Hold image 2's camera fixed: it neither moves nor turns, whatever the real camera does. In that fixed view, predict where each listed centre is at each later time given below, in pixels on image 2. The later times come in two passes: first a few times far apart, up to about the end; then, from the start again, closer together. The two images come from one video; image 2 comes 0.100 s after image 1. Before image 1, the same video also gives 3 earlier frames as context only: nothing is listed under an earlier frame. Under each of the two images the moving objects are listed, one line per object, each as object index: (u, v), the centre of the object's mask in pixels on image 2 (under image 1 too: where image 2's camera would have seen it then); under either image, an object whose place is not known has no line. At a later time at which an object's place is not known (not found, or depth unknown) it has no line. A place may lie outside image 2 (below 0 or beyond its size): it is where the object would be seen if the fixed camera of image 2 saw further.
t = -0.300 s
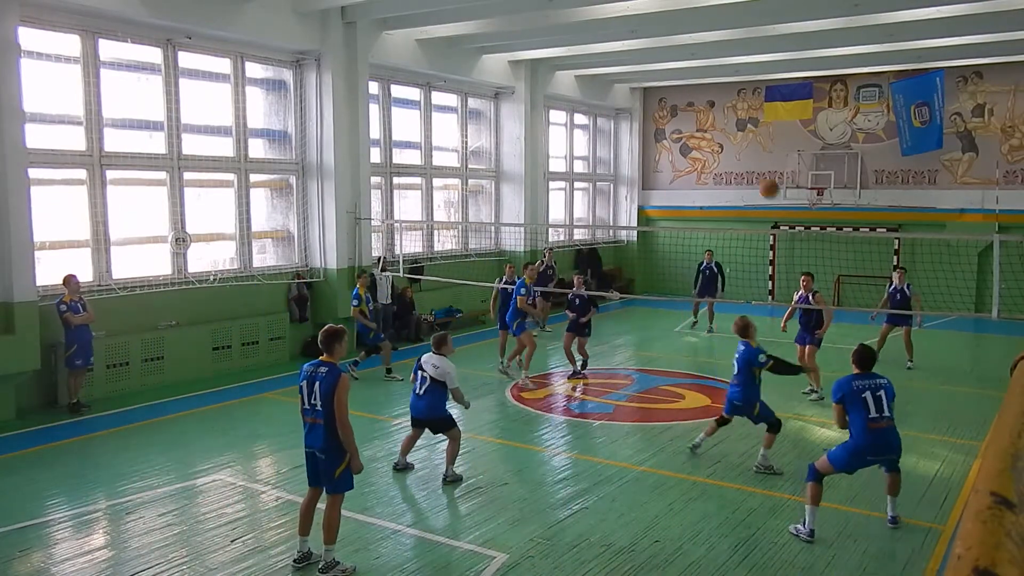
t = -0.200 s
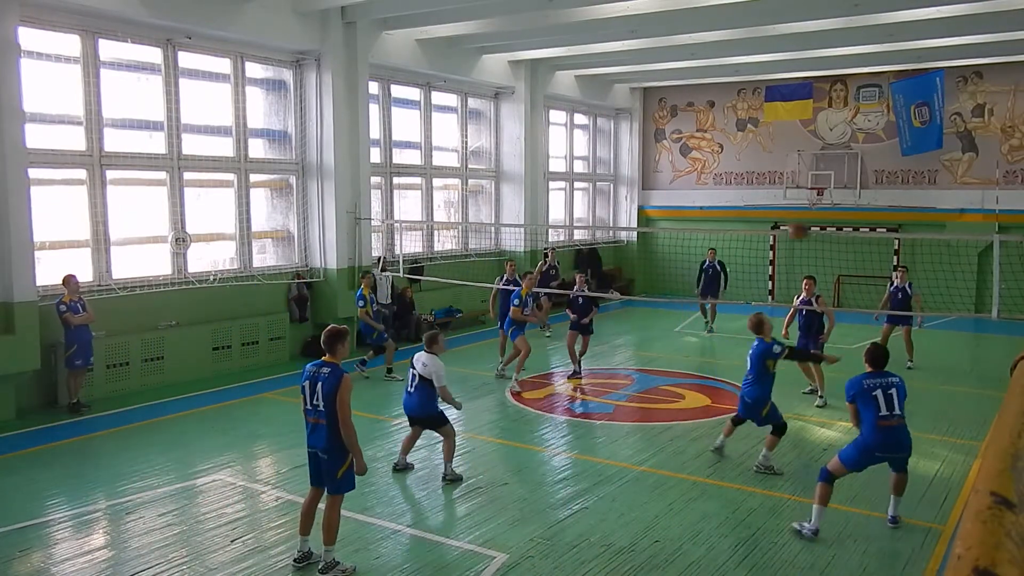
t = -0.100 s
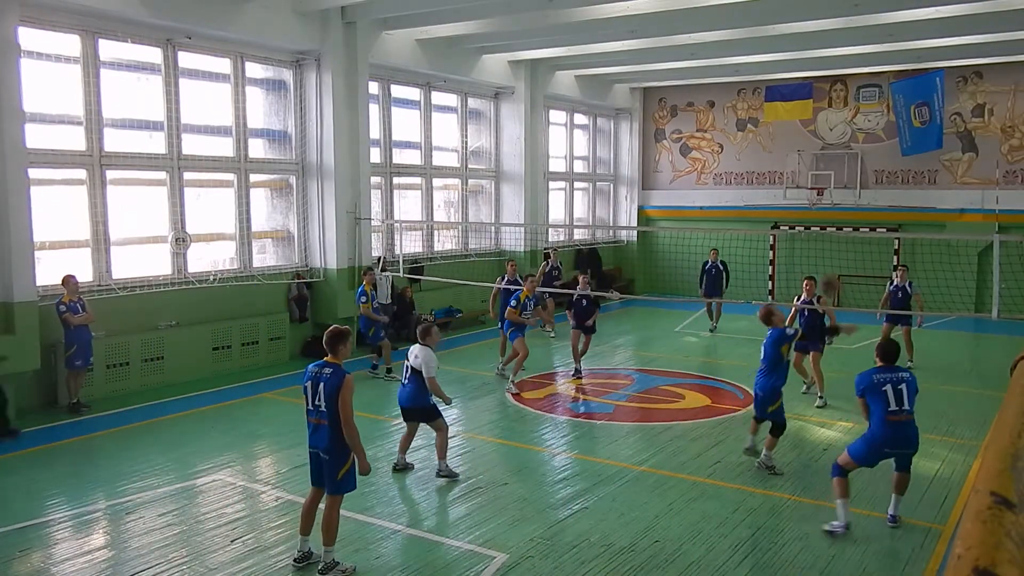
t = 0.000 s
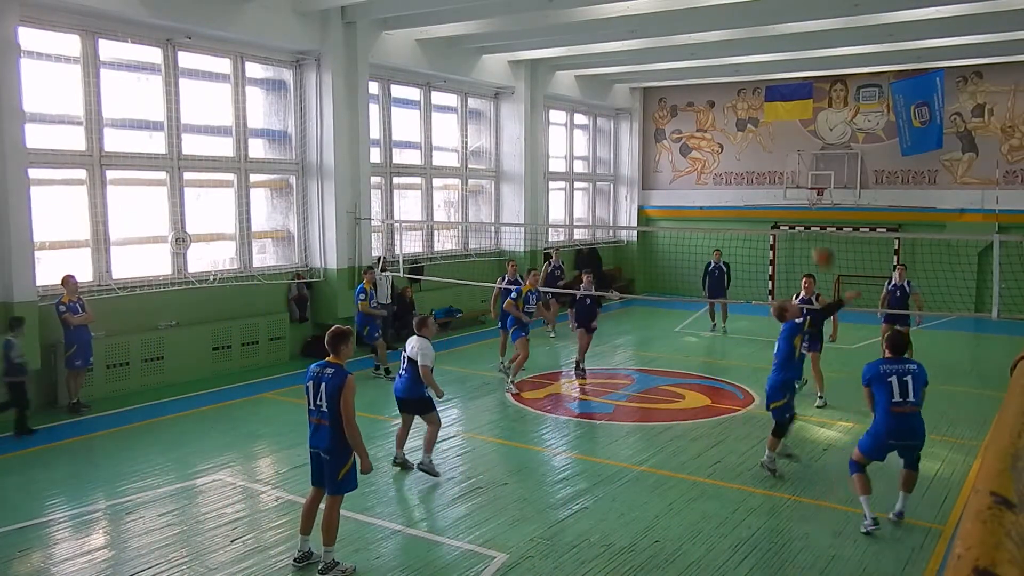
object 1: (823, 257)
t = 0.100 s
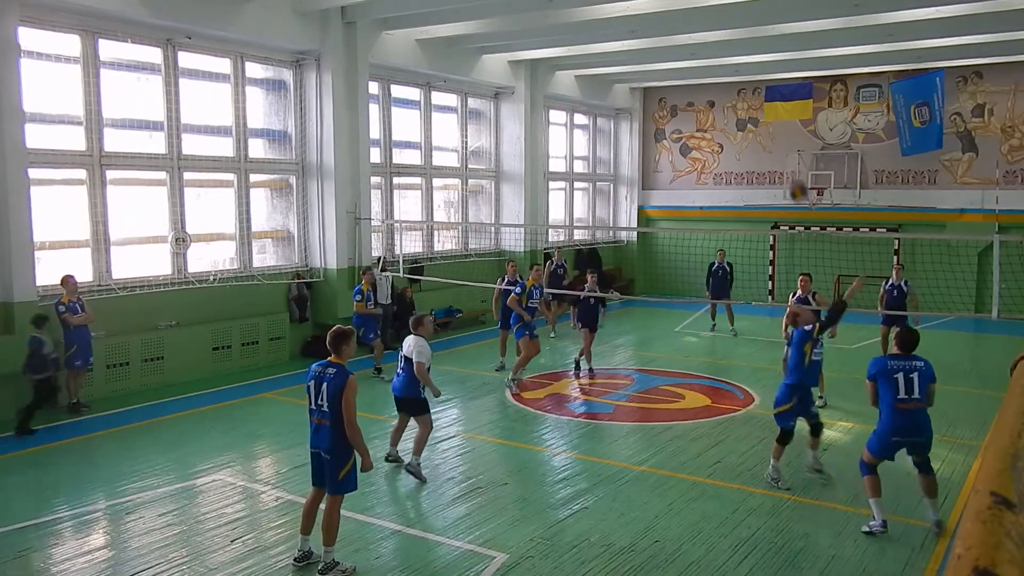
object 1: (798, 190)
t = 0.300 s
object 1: (750, 95)
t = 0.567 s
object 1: (691, 37)
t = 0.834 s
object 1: (640, 46)
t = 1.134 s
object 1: (589, 121)
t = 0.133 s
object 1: (790, 171)
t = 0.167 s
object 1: (782, 154)
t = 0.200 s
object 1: (774, 137)
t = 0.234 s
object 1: (766, 122)
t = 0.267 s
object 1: (758, 108)
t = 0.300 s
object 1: (750, 95)
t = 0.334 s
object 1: (742, 85)
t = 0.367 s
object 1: (734, 75)
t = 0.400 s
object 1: (727, 65)
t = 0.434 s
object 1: (720, 57)
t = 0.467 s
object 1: (712, 51)
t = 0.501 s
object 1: (705, 45)
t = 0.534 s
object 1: (699, 40)
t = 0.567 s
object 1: (691, 37)
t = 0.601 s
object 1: (684, 35)
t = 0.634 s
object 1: (678, 34)
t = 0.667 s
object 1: (671, 34)
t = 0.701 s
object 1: (665, 34)
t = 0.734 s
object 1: (658, 36)
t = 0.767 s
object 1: (652, 38)
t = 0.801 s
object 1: (646, 42)
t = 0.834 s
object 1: (640, 46)
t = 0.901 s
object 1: (628, 57)
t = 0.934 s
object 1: (622, 63)
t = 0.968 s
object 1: (616, 72)
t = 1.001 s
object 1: (611, 80)
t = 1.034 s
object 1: (605, 90)
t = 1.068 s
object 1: (599, 100)
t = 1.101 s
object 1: (595, 110)
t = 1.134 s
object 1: (589, 121)
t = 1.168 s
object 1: (584, 132)
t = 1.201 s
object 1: (579, 147)
